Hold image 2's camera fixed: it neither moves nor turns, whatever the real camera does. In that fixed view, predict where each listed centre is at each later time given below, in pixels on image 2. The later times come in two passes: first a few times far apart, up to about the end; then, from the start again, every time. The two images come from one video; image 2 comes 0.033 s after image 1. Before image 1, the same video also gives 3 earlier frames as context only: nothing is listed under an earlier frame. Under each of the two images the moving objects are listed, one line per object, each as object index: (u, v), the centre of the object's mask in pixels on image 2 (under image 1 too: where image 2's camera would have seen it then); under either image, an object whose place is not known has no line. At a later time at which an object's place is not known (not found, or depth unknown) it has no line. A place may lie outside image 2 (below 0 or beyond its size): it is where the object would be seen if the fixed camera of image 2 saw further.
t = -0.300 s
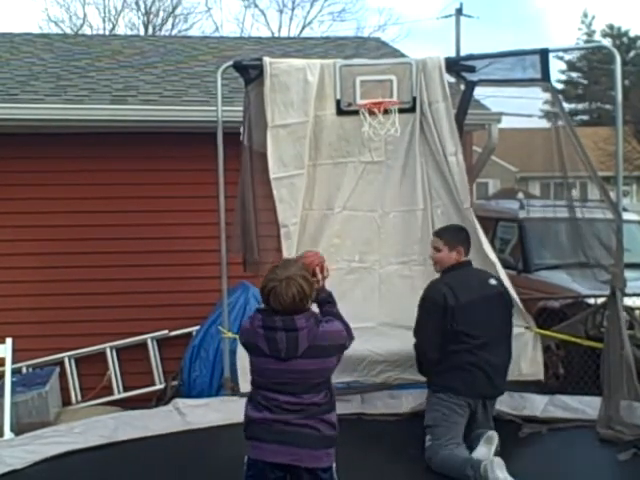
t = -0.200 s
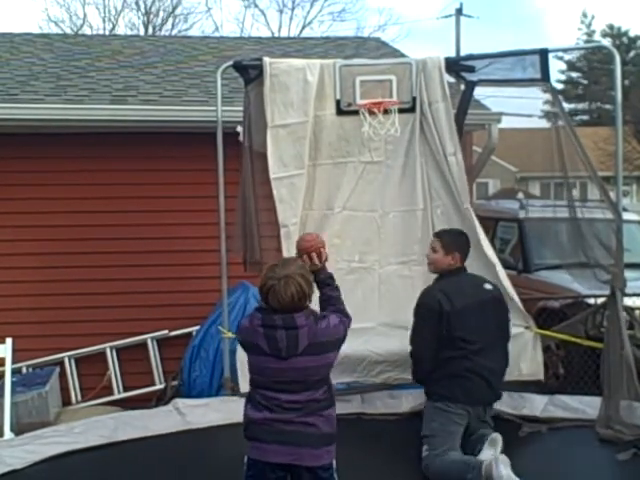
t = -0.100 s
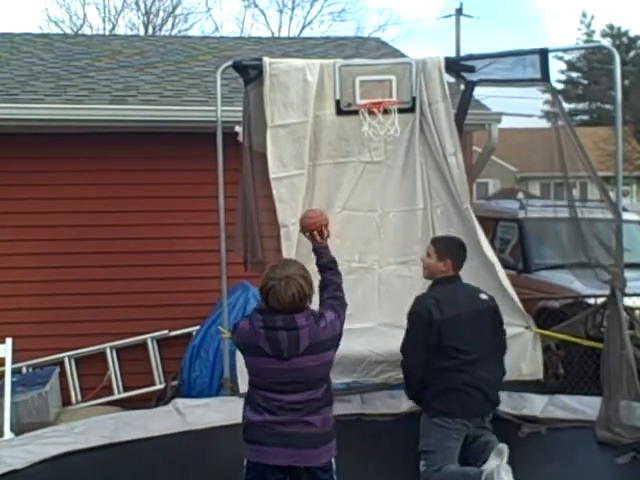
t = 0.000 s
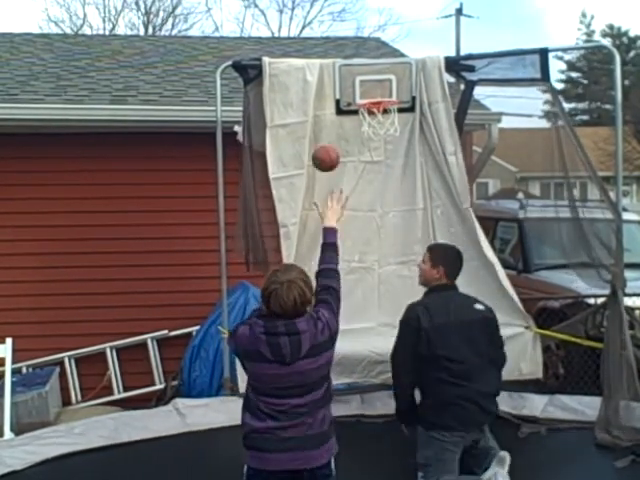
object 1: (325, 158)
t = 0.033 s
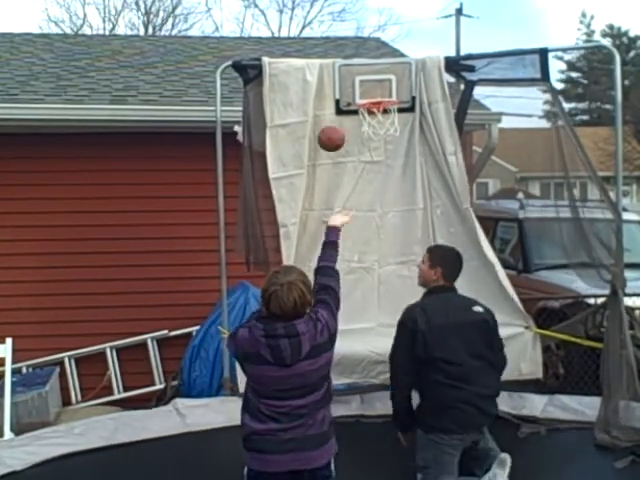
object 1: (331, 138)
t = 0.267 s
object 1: (365, 71)
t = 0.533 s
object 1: (380, 93)
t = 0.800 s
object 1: (377, 145)
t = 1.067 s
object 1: (391, 314)
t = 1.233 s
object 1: (400, 401)
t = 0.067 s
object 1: (336, 121)
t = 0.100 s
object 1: (342, 107)
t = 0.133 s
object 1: (347, 95)
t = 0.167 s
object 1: (352, 85)
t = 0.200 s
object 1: (357, 78)
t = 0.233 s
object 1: (361, 73)
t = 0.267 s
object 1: (365, 71)
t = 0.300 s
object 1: (370, 71)
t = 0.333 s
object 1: (374, 73)
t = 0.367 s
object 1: (379, 77)
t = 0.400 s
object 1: (383, 83)
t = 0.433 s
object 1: (387, 90)
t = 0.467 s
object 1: (387, 93)
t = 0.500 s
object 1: (383, 92)
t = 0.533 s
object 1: (380, 93)
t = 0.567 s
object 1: (375, 97)
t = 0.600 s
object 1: (372, 100)
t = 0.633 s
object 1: (370, 104)
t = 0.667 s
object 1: (371, 109)
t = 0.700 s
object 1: (372, 117)
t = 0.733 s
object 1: (373, 124)
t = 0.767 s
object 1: (374, 133)
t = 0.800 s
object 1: (377, 145)
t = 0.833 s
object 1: (378, 157)
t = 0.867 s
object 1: (380, 173)
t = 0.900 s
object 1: (381, 191)
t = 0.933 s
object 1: (383, 211)
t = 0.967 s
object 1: (385, 234)
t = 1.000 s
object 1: (387, 258)
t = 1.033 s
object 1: (389, 285)
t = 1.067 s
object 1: (391, 314)
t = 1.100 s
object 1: (393, 346)
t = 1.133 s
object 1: (395, 379)
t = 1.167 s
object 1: (397, 417)
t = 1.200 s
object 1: (399, 414)
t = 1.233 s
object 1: (400, 401)
